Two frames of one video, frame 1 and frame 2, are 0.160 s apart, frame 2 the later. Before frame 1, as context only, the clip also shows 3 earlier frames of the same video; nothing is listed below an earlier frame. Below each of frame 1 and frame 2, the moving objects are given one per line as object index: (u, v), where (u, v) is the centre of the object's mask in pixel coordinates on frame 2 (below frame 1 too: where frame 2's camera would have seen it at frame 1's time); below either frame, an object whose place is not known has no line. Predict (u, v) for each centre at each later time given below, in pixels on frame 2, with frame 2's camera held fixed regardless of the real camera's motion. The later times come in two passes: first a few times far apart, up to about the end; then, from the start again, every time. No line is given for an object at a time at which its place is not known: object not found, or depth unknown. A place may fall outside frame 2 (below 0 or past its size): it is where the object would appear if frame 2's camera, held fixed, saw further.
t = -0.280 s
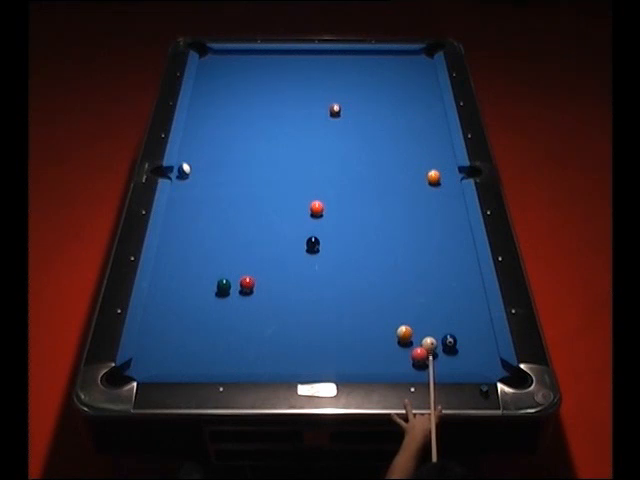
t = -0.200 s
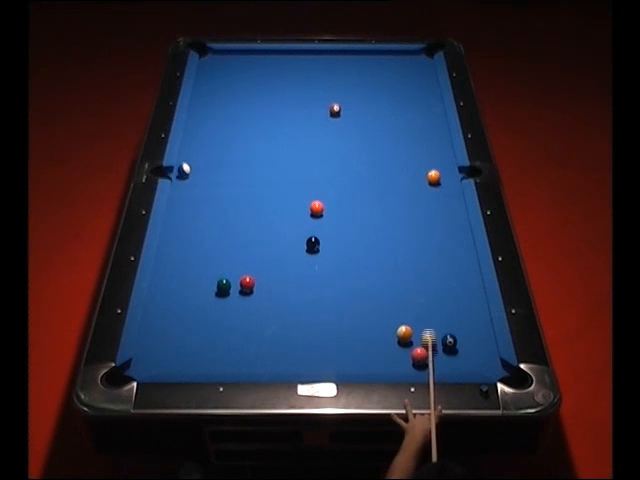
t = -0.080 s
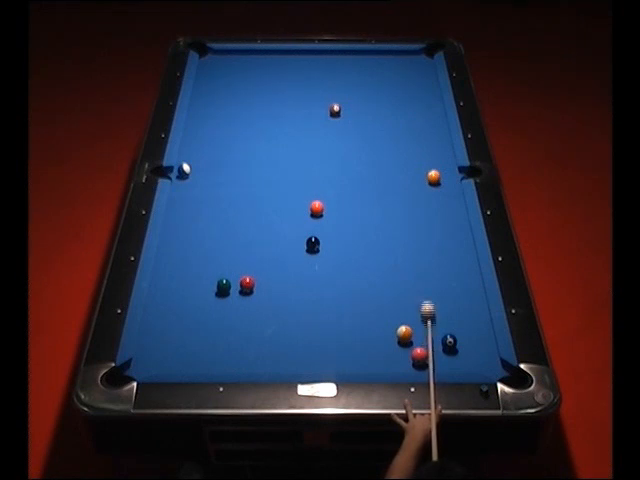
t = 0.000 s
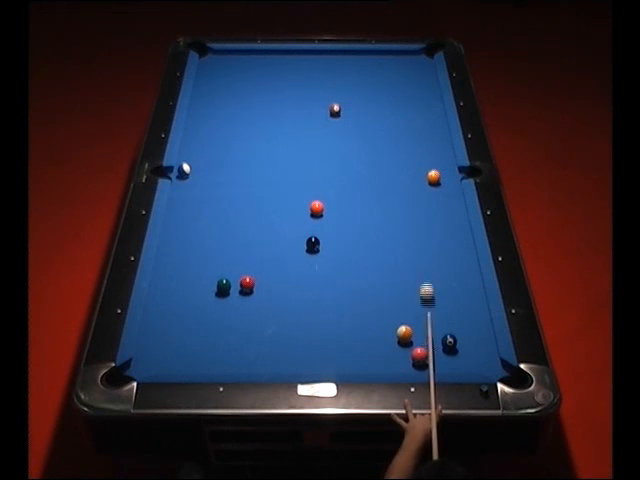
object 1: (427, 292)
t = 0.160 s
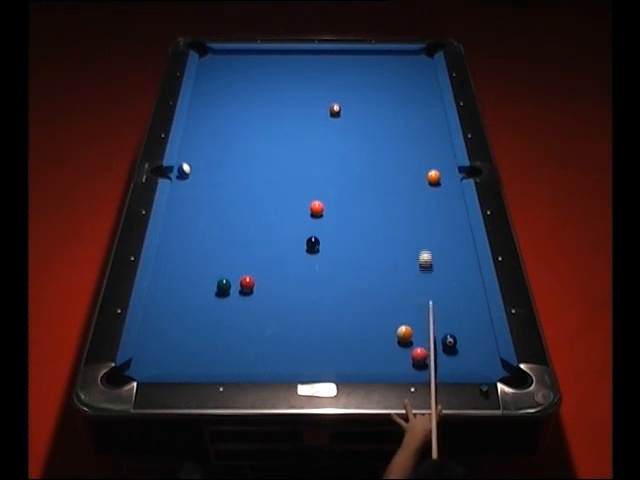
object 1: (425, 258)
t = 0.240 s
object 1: (424, 243)
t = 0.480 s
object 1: (423, 201)
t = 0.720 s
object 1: (413, 167)
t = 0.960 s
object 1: (397, 137)
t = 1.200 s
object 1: (382, 112)
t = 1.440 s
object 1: (369, 88)
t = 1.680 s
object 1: (356, 67)
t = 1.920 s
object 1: (346, 54)
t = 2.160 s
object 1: (342, 65)
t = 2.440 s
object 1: (336, 77)
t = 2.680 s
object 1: (331, 88)
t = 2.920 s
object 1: (325, 99)
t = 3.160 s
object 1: (320, 109)
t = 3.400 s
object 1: (314, 119)
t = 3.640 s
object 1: (310, 129)
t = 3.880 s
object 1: (304, 139)
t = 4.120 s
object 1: (299, 149)
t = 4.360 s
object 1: (295, 158)
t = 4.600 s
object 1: (289, 167)
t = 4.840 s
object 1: (284, 176)
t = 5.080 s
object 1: (279, 185)
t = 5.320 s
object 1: (275, 193)
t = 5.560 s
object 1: (270, 201)
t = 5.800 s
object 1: (266, 208)
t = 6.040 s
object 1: (261, 215)
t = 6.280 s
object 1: (256, 221)
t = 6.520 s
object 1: (252, 226)
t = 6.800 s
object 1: (248, 232)
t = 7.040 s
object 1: (245, 236)
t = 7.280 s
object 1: (242, 240)
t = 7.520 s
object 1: (239, 243)
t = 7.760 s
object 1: (237, 245)
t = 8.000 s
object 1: (235, 247)
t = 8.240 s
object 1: (234, 248)
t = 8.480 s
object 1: (233, 248)
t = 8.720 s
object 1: (233, 247)
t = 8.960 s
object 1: (232, 248)
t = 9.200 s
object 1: (232, 248)
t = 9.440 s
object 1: (232, 248)
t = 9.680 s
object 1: (232, 248)
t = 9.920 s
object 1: (232, 248)
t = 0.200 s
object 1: (425, 251)
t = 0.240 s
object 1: (424, 243)
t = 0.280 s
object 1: (424, 236)
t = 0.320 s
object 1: (424, 228)
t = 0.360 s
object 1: (424, 221)
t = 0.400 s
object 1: (423, 214)
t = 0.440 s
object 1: (423, 208)
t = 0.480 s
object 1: (423, 201)
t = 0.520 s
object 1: (422, 194)
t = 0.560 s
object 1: (422, 188)
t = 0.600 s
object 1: (422, 182)
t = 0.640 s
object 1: (420, 177)
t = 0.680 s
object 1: (417, 172)
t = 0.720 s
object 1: (413, 167)
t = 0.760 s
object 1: (411, 161)
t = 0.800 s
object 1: (408, 156)
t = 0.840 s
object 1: (405, 152)
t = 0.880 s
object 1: (402, 147)
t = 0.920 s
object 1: (399, 142)
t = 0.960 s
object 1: (397, 137)
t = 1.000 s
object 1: (394, 133)
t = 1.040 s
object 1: (392, 128)
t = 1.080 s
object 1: (389, 124)
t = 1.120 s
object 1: (387, 120)
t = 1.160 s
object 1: (384, 116)
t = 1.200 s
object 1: (382, 112)
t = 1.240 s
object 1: (380, 107)
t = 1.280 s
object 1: (377, 104)
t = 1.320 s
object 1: (375, 100)
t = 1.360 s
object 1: (373, 96)
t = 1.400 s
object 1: (370, 92)
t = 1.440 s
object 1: (369, 88)
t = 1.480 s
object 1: (366, 84)
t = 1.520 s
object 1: (365, 81)
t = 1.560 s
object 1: (362, 78)
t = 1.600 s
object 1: (360, 74)
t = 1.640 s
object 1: (358, 70)
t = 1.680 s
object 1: (356, 67)
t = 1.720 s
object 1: (354, 63)
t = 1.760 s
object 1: (353, 60)
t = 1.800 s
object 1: (351, 57)
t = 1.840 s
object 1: (349, 54)
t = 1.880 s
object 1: (347, 52)
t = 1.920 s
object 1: (346, 54)
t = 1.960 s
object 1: (346, 56)
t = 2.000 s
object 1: (345, 58)
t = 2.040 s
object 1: (344, 60)
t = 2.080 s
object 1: (344, 61)
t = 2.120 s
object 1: (343, 63)
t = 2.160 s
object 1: (342, 65)
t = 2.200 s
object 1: (341, 67)
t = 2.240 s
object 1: (340, 68)
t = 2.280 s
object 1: (339, 70)
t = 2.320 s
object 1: (338, 72)
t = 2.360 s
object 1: (337, 74)
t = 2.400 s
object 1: (337, 75)
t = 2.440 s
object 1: (336, 77)
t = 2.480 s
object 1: (335, 79)
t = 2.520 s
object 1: (334, 81)
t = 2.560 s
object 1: (333, 83)
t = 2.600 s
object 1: (332, 84)
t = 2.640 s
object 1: (332, 86)
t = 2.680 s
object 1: (331, 88)
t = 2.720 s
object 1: (330, 90)
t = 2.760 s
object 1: (329, 91)
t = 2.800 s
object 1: (328, 93)
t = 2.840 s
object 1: (327, 95)
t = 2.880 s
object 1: (326, 97)
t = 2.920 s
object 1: (325, 99)
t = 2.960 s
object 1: (324, 100)
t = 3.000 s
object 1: (324, 102)
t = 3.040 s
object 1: (323, 103)
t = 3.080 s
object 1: (322, 105)
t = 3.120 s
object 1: (321, 107)
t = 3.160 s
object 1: (320, 109)
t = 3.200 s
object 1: (319, 111)
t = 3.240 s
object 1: (318, 112)
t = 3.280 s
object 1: (318, 114)
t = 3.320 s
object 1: (317, 115)
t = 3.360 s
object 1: (316, 117)
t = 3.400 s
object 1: (314, 119)
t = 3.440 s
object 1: (314, 121)
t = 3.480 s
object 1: (313, 122)
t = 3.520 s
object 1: (312, 124)
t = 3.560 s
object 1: (311, 126)
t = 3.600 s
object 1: (311, 128)
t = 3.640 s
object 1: (310, 129)
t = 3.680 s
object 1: (309, 131)
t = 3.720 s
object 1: (308, 133)
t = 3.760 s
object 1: (307, 134)
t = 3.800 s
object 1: (306, 136)
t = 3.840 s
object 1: (305, 138)
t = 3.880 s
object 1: (304, 139)
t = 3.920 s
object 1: (304, 141)
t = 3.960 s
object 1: (303, 143)
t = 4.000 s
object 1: (302, 144)
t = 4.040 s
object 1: (301, 146)
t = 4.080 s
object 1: (300, 147)
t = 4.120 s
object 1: (299, 149)
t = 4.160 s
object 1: (298, 151)
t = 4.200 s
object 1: (298, 152)
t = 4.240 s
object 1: (297, 153)
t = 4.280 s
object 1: (296, 155)
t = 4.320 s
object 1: (295, 157)
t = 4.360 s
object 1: (295, 158)
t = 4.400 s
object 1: (293, 160)
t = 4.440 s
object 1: (293, 161)
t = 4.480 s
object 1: (292, 163)
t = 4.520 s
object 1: (291, 164)
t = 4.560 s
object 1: (290, 166)
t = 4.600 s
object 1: (289, 167)
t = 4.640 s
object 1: (288, 169)
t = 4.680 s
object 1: (288, 171)
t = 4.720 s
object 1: (287, 172)
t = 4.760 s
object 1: (286, 174)
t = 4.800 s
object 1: (285, 175)
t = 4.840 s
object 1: (284, 176)
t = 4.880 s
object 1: (283, 178)
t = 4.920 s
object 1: (283, 179)
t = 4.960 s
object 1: (282, 181)
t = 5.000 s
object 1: (281, 182)
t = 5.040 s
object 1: (280, 183)
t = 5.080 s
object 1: (279, 185)
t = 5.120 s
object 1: (279, 186)
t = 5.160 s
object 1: (278, 188)
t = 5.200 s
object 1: (277, 190)
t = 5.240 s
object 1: (277, 190)
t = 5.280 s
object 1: (276, 192)
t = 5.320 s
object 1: (275, 193)
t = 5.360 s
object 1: (274, 195)
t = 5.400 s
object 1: (273, 196)
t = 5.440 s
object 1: (272, 197)
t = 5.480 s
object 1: (272, 199)
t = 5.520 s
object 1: (271, 200)
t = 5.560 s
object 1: (270, 201)
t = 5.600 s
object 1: (270, 202)
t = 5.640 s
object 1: (269, 204)
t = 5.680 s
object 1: (268, 205)
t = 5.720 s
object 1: (267, 206)
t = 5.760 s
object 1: (266, 207)
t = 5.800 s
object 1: (266, 208)
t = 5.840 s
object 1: (264, 210)
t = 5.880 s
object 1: (264, 210)
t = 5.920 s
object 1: (263, 211)
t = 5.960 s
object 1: (263, 213)
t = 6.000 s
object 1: (262, 213)
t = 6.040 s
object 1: (261, 215)
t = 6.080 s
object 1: (260, 216)
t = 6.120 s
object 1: (259, 217)
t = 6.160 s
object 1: (259, 218)
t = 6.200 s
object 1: (258, 219)
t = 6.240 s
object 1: (257, 220)
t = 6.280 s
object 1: (256, 221)
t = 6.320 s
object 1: (256, 222)
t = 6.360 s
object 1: (255, 222)
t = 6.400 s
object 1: (254, 224)
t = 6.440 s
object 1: (254, 225)
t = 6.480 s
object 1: (253, 226)
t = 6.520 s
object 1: (252, 226)
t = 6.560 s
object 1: (252, 228)
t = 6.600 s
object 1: (251, 229)
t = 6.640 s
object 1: (250, 229)
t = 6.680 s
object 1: (250, 229)
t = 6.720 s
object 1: (249, 230)
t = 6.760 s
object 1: (248, 231)
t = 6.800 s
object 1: (248, 232)
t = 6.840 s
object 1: (247, 233)
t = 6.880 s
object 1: (247, 234)
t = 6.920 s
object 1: (246, 235)
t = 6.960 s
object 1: (246, 235)
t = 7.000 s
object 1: (245, 236)
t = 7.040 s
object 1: (245, 236)
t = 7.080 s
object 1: (244, 237)
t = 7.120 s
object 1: (244, 237)
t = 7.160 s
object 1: (243, 238)
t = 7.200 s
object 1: (243, 238)
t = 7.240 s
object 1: (242, 239)
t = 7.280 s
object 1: (242, 240)
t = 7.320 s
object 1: (241, 241)
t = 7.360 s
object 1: (241, 240)
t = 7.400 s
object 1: (241, 242)
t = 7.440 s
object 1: (240, 242)
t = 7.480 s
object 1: (240, 242)
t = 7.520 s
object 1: (239, 243)
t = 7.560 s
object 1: (239, 243)
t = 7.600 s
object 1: (238, 244)
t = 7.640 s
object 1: (238, 244)
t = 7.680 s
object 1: (238, 245)
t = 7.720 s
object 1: (237, 245)
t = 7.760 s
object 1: (237, 245)
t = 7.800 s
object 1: (237, 246)
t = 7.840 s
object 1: (236, 246)
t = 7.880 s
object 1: (236, 246)
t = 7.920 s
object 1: (235, 246)
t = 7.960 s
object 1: (235, 247)
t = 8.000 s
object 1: (235, 247)
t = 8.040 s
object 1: (235, 247)
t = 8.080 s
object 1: (234, 247)
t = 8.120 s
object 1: (234, 247)
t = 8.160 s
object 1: (234, 247)
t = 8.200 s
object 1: (234, 247)
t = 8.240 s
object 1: (234, 248)
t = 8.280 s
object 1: (234, 247)
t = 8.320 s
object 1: (233, 248)
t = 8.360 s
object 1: (233, 247)
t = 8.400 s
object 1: (233, 248)
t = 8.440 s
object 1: (233, 248)
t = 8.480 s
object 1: (233, 248)
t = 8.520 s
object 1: (233, 248)
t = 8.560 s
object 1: (233, 247)
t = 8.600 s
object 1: (233, 248)
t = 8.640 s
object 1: (233, 248)
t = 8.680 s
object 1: (233, 248)
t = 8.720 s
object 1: (233, 247)
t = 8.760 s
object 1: (232, 248)
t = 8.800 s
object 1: (232, 248)
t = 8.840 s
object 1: (233, 248)
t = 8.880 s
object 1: (232, 248)
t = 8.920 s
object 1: (232, 248)
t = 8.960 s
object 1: (232, 248)
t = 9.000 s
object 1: (232, 248)
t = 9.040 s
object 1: (232, 248)
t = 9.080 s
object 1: (232, 248)
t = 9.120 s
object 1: (232, 248)
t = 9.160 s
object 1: (232, 248)
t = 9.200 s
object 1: (232, 248)
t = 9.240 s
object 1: (233, 247)
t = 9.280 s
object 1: (232, 248)
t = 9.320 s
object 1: (232, 248)
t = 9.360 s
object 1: (232, 248)
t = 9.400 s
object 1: (232, 248)
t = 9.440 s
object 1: (232, 248)
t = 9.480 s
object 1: (232, 248)
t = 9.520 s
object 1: (232, 248)
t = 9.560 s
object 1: (232, 248)
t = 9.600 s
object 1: (232, 248)
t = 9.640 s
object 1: (232, 248)
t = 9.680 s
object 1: (232, 248)
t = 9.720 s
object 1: (232, 248)
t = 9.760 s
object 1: (232, 248)
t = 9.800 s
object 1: (232, 248)
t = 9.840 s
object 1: (232, 248)
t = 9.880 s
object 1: (232, 248)
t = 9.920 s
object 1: (232, 248)
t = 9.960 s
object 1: (232, 248)
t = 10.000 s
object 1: (232, 248)
